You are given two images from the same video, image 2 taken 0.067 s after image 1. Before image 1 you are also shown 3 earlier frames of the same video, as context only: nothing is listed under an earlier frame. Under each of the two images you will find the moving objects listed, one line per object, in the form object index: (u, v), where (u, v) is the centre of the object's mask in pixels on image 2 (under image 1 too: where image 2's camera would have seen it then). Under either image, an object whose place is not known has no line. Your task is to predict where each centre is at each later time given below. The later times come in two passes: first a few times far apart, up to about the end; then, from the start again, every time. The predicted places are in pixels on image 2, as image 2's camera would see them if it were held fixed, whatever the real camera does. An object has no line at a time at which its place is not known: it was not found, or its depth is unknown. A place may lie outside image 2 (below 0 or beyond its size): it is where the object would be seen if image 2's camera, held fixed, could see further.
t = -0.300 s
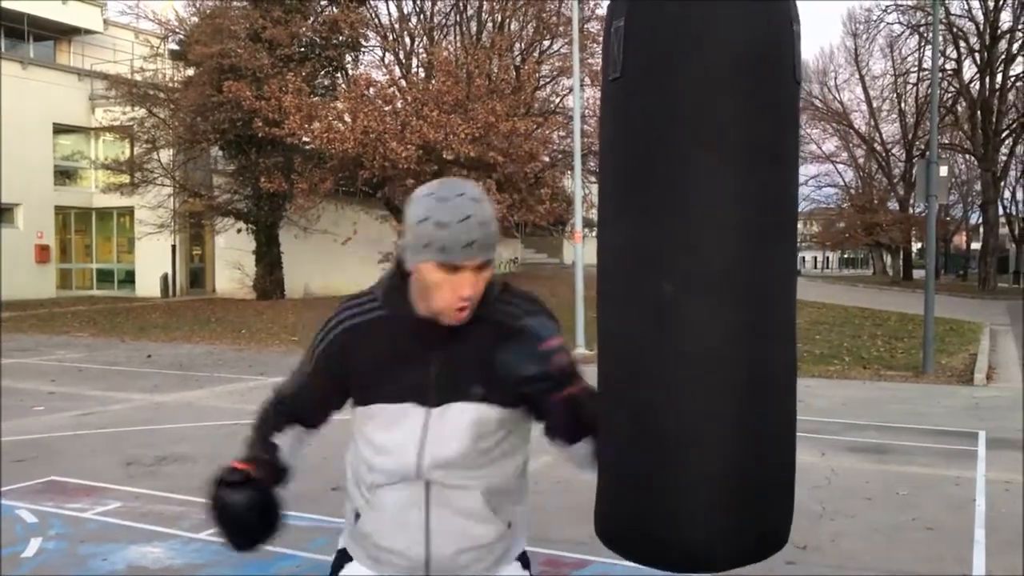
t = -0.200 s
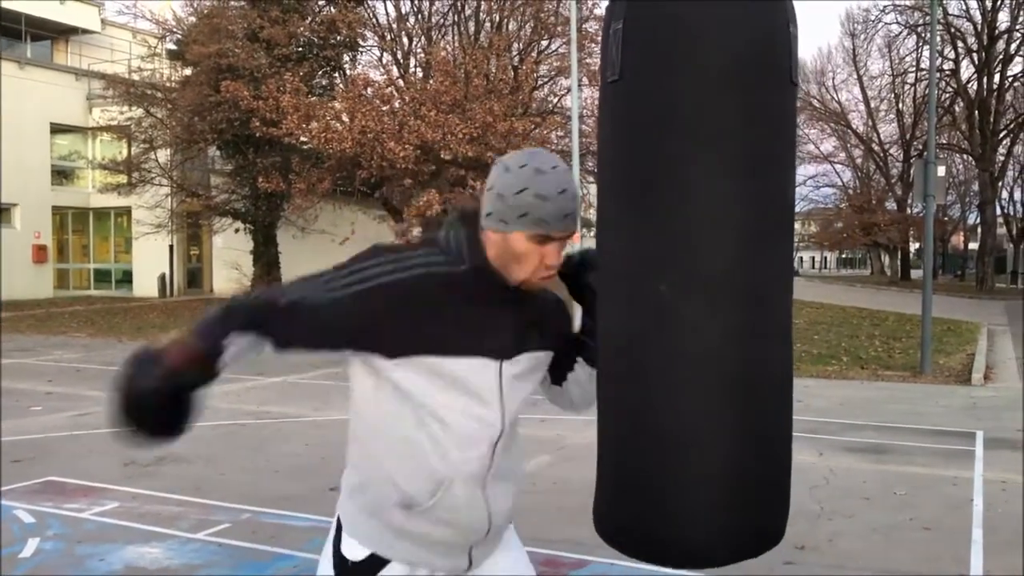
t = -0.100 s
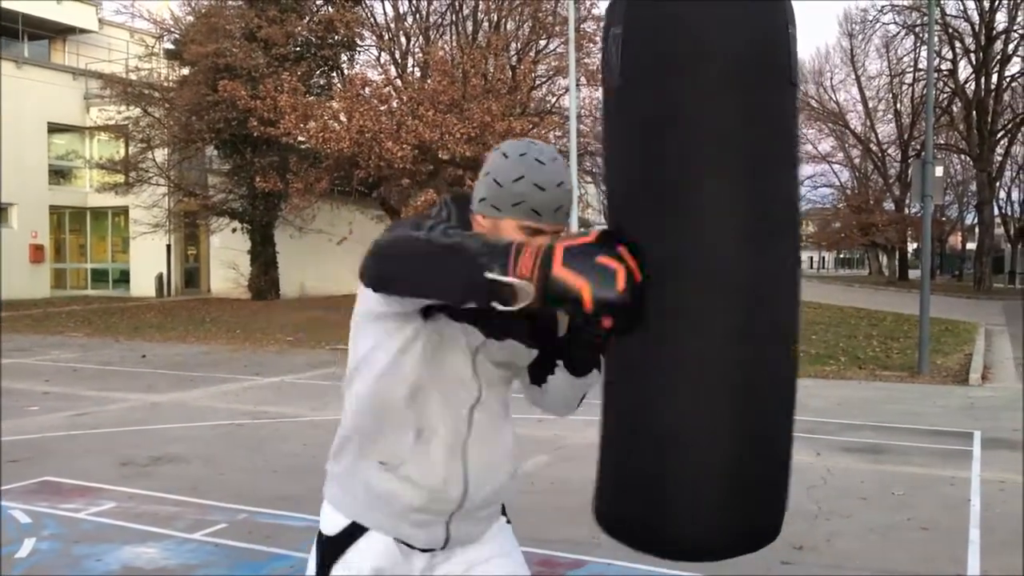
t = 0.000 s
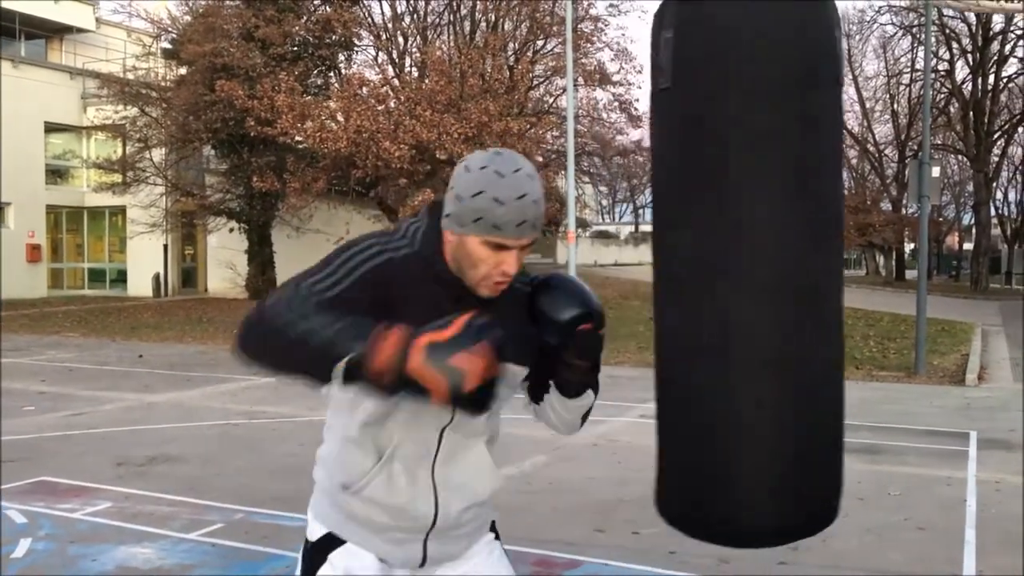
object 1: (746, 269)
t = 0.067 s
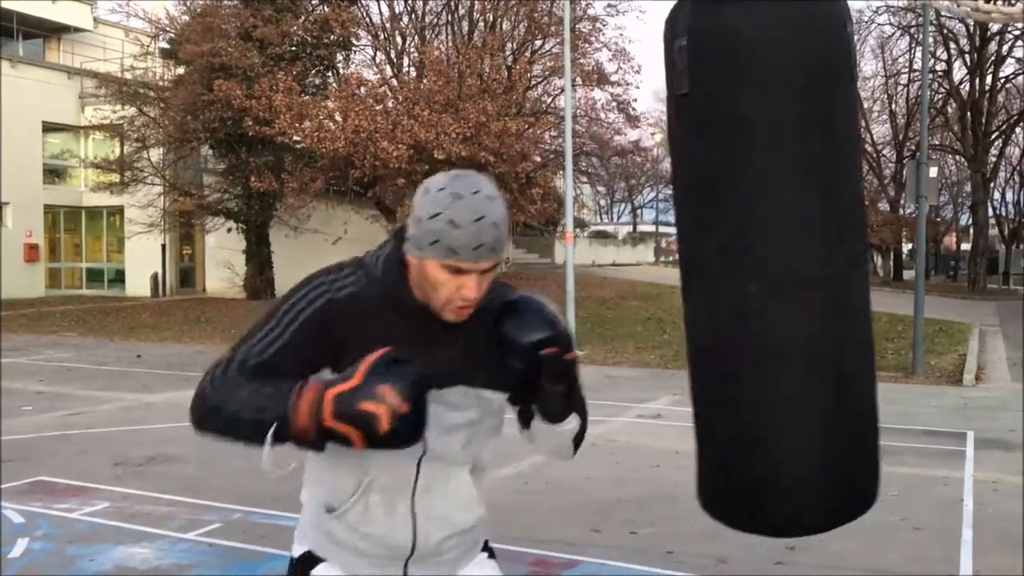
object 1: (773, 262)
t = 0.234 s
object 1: (827, 243)
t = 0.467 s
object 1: (861, 238)
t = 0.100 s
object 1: (786, 258)
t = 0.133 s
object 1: (797, 254)
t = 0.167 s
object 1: (808, 250)
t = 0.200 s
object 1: (818, 246)
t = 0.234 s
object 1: (827, 243)
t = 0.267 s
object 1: (835, 241)
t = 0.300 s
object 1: (844, 240)
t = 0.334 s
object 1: (850, 239)
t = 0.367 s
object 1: (855, 238)
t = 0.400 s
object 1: (859, 238)
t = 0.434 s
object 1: (860, 238)
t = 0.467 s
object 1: (861, 238)
